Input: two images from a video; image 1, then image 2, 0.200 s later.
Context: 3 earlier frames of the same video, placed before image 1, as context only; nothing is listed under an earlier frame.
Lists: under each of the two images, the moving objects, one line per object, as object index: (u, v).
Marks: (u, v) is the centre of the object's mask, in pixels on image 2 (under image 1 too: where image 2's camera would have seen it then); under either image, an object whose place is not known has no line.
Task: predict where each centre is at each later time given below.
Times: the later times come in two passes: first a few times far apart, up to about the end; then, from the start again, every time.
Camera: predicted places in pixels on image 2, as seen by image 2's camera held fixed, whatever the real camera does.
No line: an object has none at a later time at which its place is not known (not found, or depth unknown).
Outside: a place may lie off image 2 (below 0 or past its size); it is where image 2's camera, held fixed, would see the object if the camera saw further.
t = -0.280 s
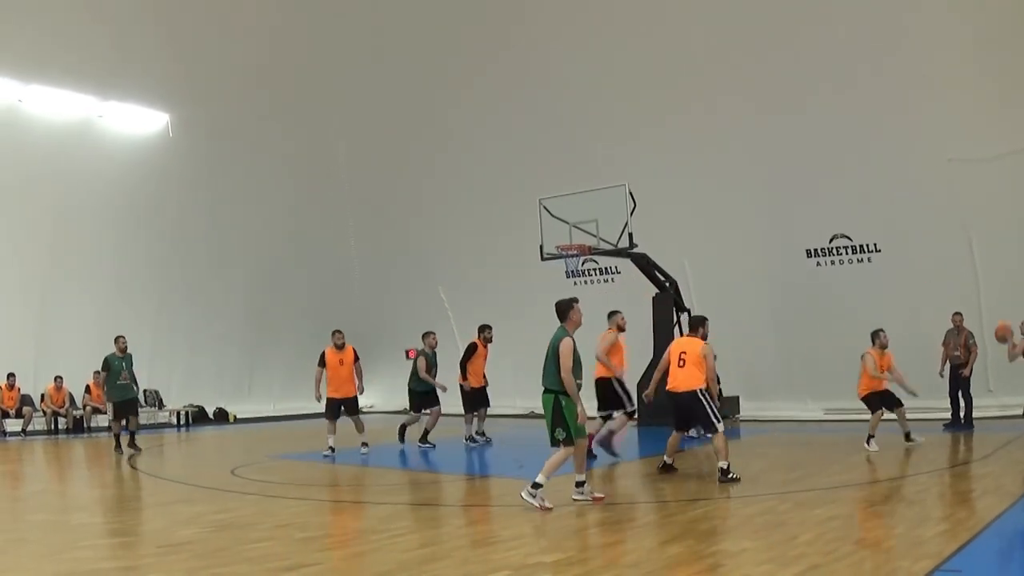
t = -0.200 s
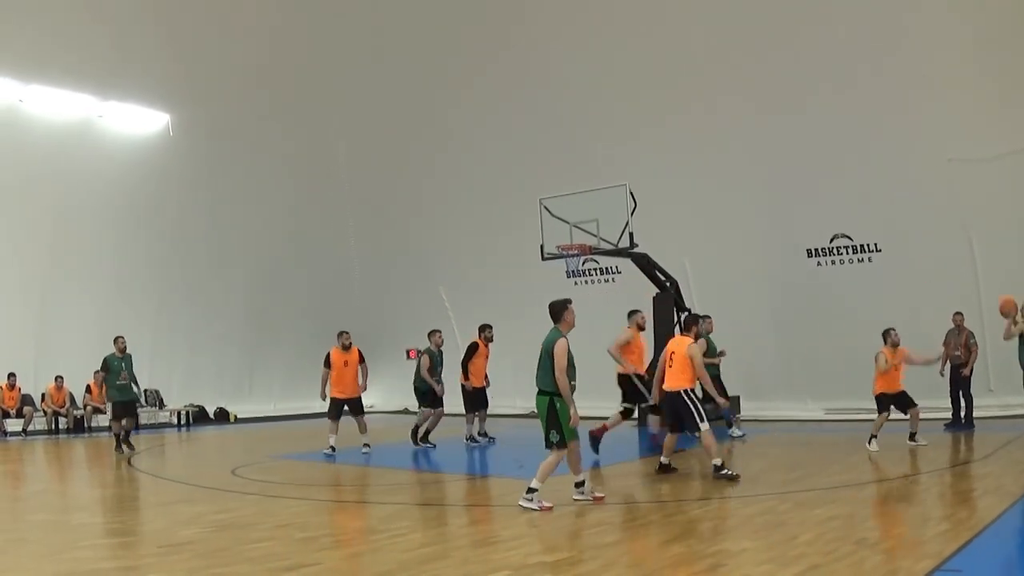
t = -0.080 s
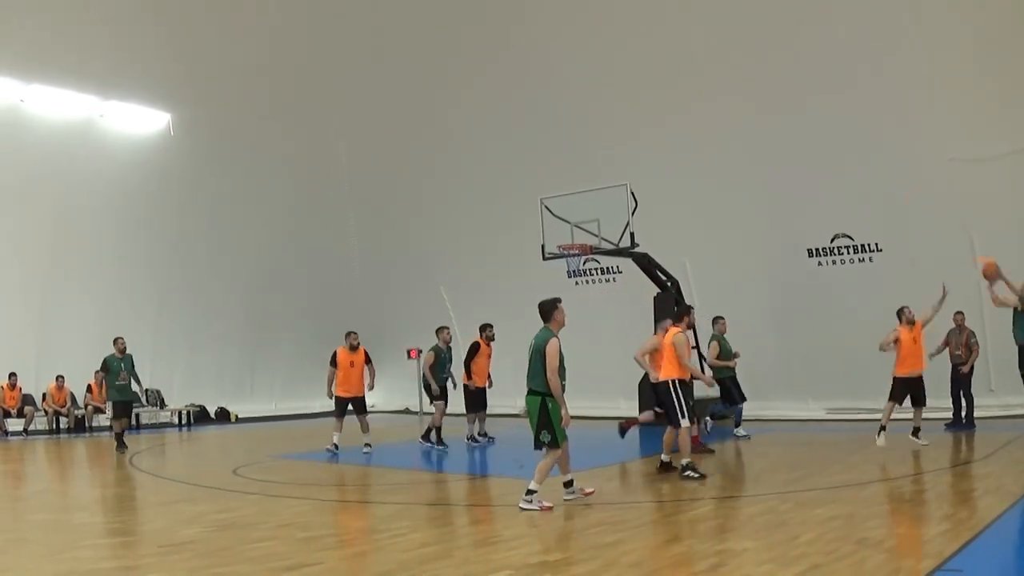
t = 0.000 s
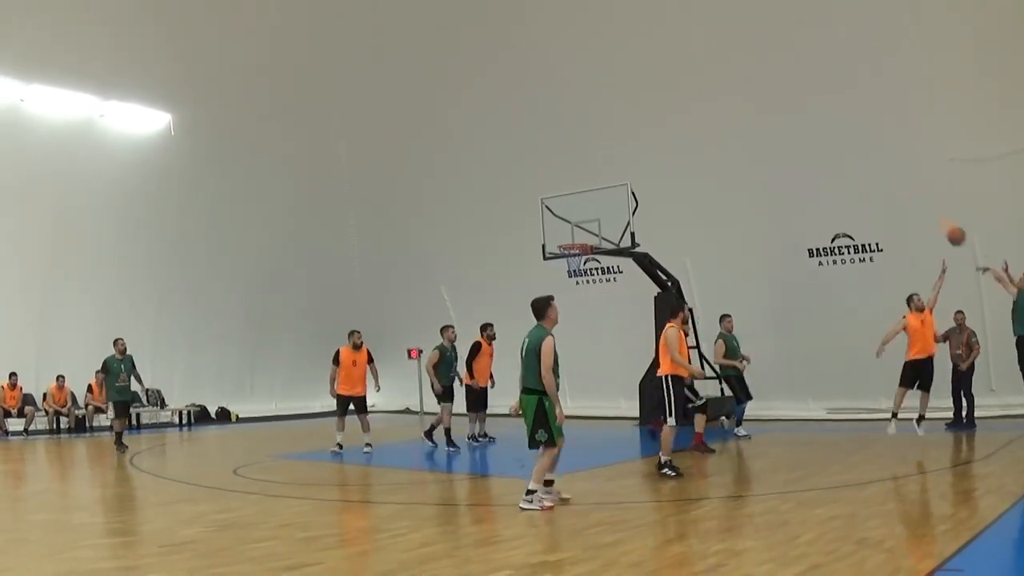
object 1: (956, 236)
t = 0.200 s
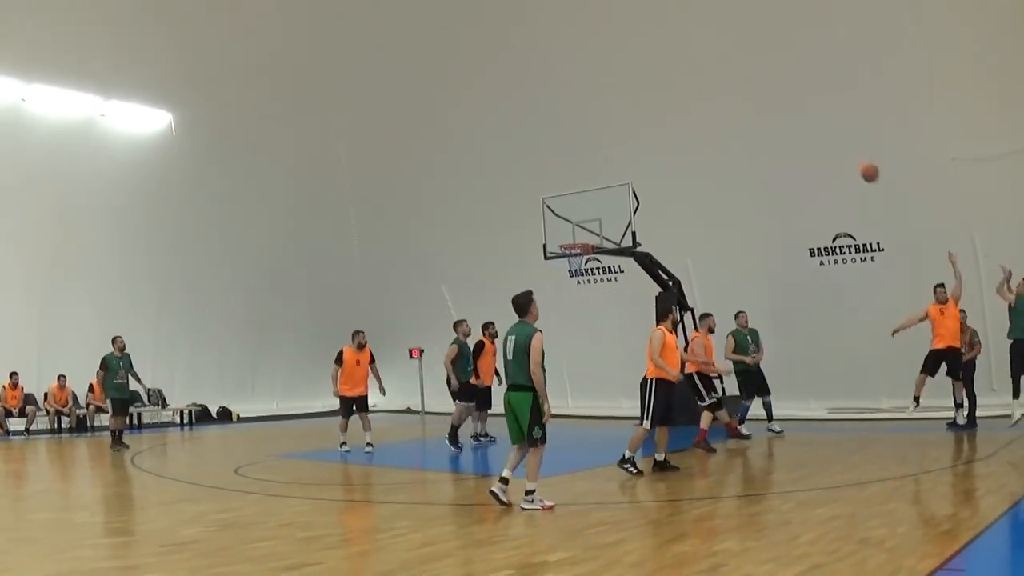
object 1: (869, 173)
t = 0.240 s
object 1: (853, 164)
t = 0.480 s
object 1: (762, 141)
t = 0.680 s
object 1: (694, 151)
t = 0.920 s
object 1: (622, 196)
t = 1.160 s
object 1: (566, 240)
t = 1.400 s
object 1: (570, 215)
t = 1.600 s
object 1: (574, 219)
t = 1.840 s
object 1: (570, 235)
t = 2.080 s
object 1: (555, 230)
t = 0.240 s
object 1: (853, 164)
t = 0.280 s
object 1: (837, 157)
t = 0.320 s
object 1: (821, 151)
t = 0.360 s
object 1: (806, 147)
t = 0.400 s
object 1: (791, 144)
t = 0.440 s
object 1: (776, 142)
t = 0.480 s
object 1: (762, 141)
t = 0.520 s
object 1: (747, 141)
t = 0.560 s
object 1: (734, 142)
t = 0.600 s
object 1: (720, 144)
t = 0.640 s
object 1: (707, 147)
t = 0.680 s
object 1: (694, 151)
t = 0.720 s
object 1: (682, 157)
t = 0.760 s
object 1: (670, 163)
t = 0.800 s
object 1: (657, 170)
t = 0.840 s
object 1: (646, 178)
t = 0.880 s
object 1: (634, 186)
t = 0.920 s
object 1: (622, 196)
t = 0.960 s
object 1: (612, 206)
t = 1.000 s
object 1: (601, 217)
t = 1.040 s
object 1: (590, 229)
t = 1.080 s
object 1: (580, 237)
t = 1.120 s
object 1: (573, 238)
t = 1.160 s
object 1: (566, 240)
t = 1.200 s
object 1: (567, 234)
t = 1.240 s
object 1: (567, 228)
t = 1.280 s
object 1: (568, 223)
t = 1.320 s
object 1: (569, 219)
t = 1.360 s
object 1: (569, 217)
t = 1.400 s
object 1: (570, 215)
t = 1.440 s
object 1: (571, 214)
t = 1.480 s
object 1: (571, 214)
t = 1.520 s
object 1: (573, 215)
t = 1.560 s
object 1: (573, 217)
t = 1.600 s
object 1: (574, 219)
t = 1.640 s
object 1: (574, 222)
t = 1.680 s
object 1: (574, 226)
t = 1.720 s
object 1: (575, 230)
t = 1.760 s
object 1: (574, 235)
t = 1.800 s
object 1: (573, 238)
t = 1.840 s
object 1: (570, 235)
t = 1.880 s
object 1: (568, 232)
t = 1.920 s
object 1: (565, 229)
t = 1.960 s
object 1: (562, 228)
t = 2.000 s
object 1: (560, 228)
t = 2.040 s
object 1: (557, 228)
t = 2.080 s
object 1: (555, 230)
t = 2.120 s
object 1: (552, 232)
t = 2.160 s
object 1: (550, 235)
